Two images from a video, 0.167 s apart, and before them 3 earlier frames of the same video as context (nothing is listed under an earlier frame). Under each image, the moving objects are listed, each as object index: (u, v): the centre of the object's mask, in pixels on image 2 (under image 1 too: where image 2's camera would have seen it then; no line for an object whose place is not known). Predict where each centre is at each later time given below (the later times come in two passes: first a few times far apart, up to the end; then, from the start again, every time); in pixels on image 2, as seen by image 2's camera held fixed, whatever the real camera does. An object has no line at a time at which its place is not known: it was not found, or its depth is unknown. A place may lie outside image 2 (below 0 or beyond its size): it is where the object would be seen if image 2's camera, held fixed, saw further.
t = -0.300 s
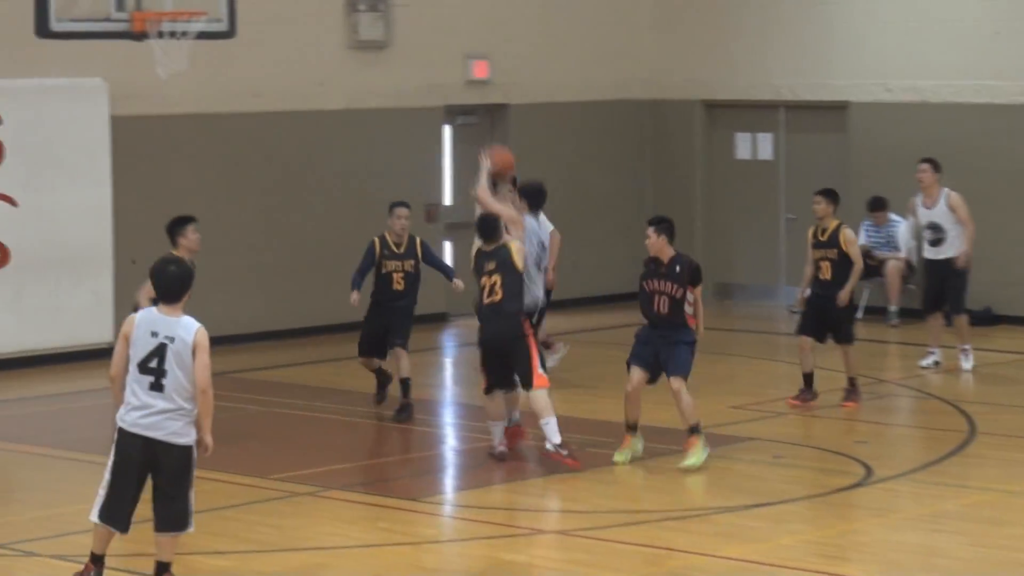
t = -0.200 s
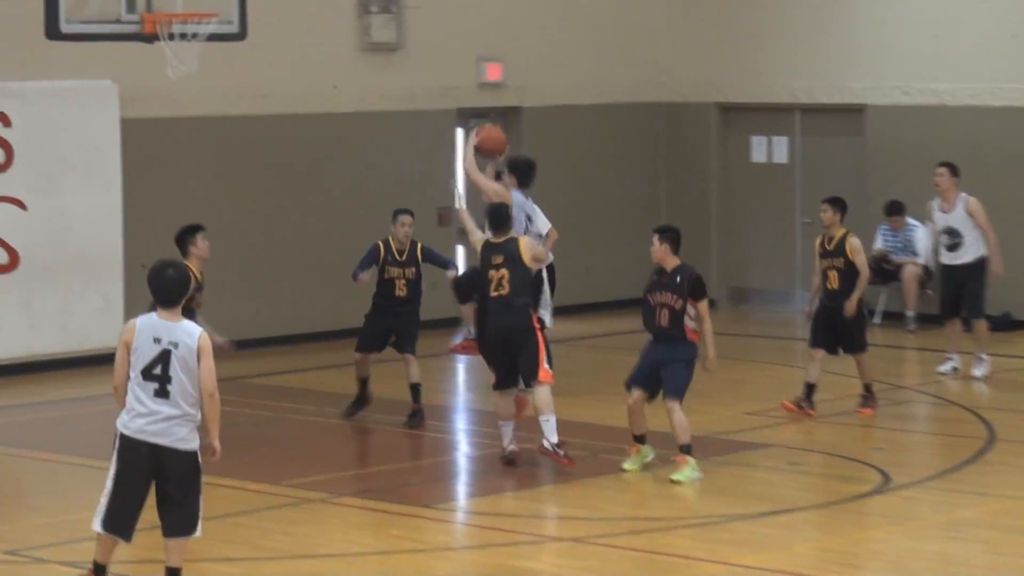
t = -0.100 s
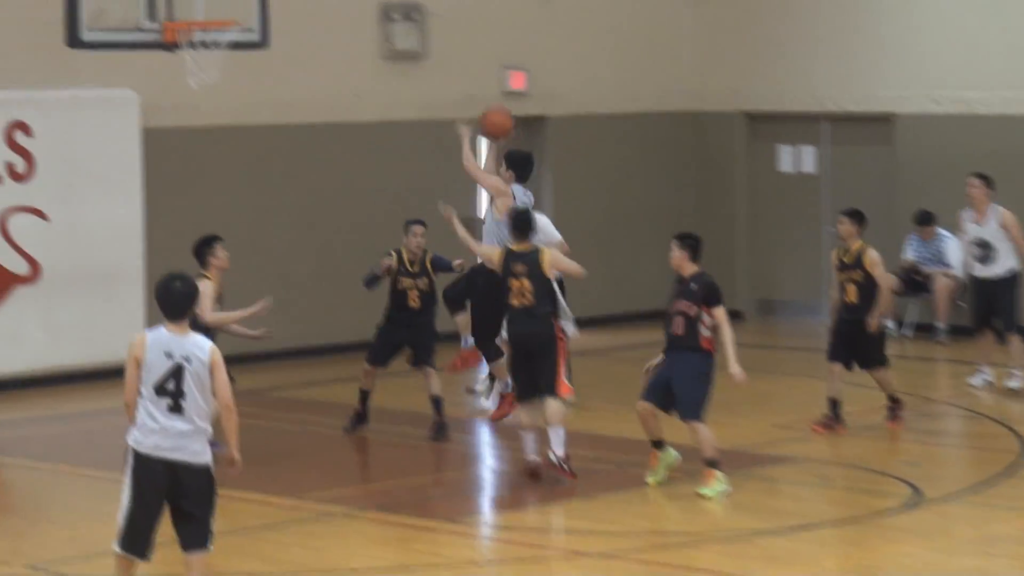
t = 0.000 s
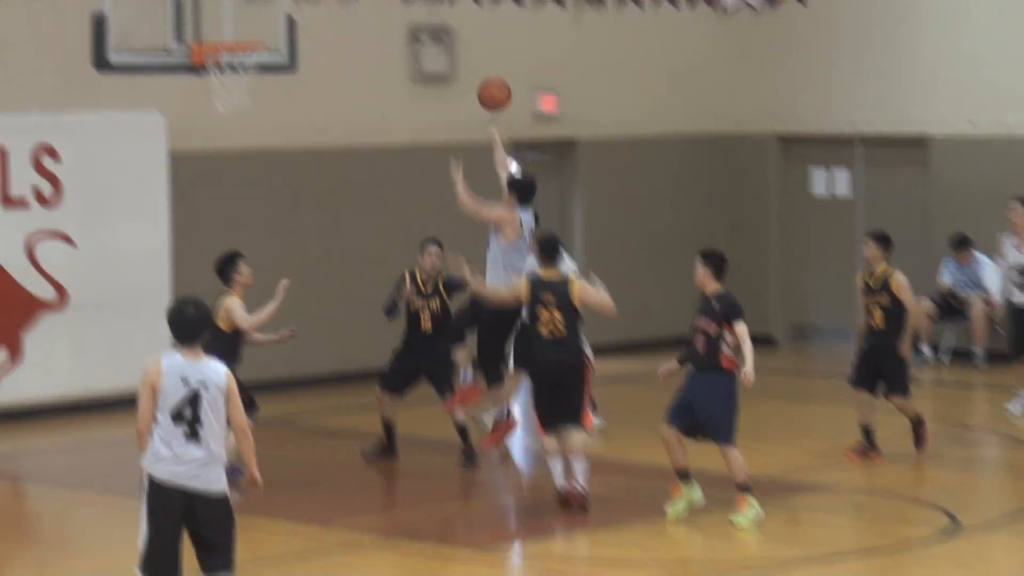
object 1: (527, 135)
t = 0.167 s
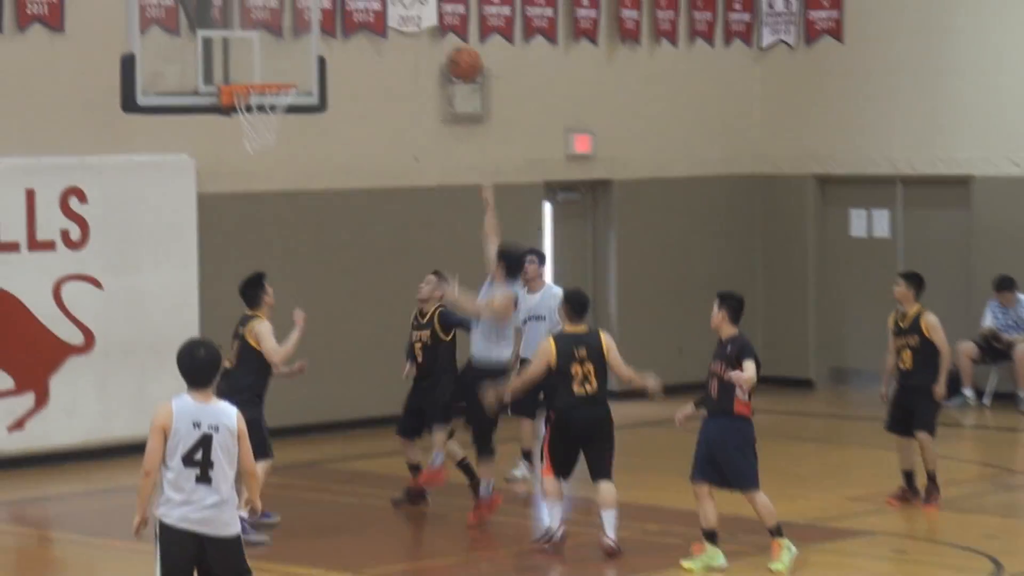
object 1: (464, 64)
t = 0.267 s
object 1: (427, 40)
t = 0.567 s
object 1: (324, 55)
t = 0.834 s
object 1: (351, 58)
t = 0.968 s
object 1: (381, 78)
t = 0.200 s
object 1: (452, 54)
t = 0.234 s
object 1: (439, 45)
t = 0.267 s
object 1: (427, 40)
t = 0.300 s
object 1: (415, 36)
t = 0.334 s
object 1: (403, 32)
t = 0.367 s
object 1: (391, 32)
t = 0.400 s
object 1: (380, 32)
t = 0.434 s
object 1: (369, 34)
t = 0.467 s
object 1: (356, 37)
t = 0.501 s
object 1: (346, 42)
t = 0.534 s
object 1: (336, 49)
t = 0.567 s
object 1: (324, 55)
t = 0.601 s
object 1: (313, 65)
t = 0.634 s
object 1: (306, 72)
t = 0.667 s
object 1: (314, 66)
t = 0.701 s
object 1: (322, 61)
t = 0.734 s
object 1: (329, 59)
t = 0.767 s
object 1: (336, 57)
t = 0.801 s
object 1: (344, 57)
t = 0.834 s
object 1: (351, 58)
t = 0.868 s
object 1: (358, 61)
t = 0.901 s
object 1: (366, 66)
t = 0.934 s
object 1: (373, 72)
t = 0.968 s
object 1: (381, 78)
